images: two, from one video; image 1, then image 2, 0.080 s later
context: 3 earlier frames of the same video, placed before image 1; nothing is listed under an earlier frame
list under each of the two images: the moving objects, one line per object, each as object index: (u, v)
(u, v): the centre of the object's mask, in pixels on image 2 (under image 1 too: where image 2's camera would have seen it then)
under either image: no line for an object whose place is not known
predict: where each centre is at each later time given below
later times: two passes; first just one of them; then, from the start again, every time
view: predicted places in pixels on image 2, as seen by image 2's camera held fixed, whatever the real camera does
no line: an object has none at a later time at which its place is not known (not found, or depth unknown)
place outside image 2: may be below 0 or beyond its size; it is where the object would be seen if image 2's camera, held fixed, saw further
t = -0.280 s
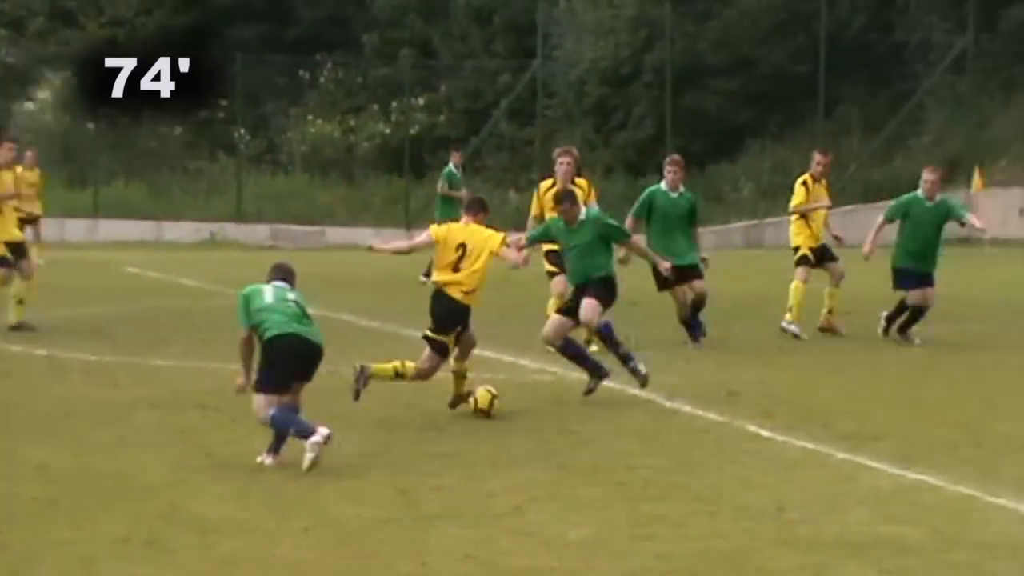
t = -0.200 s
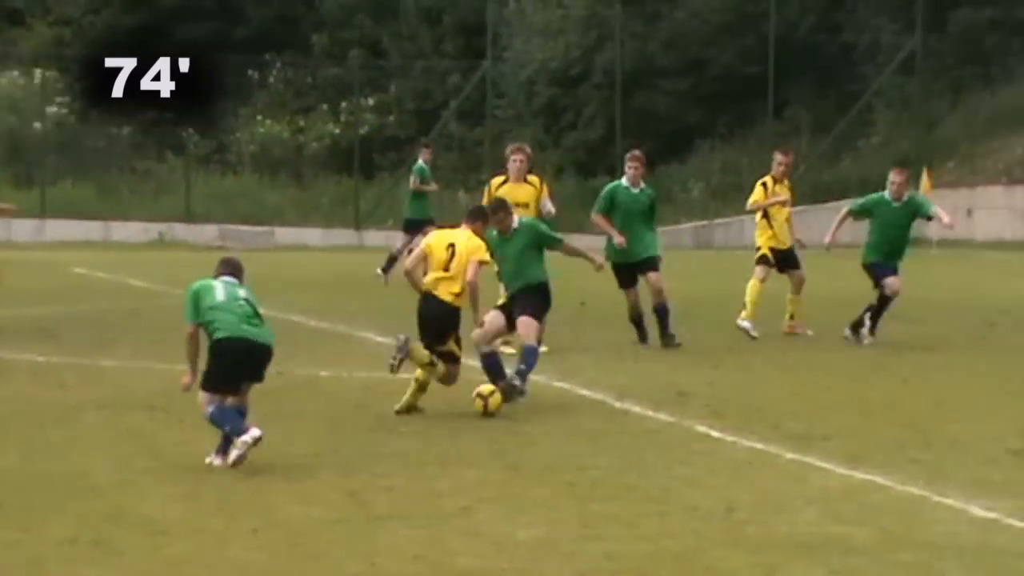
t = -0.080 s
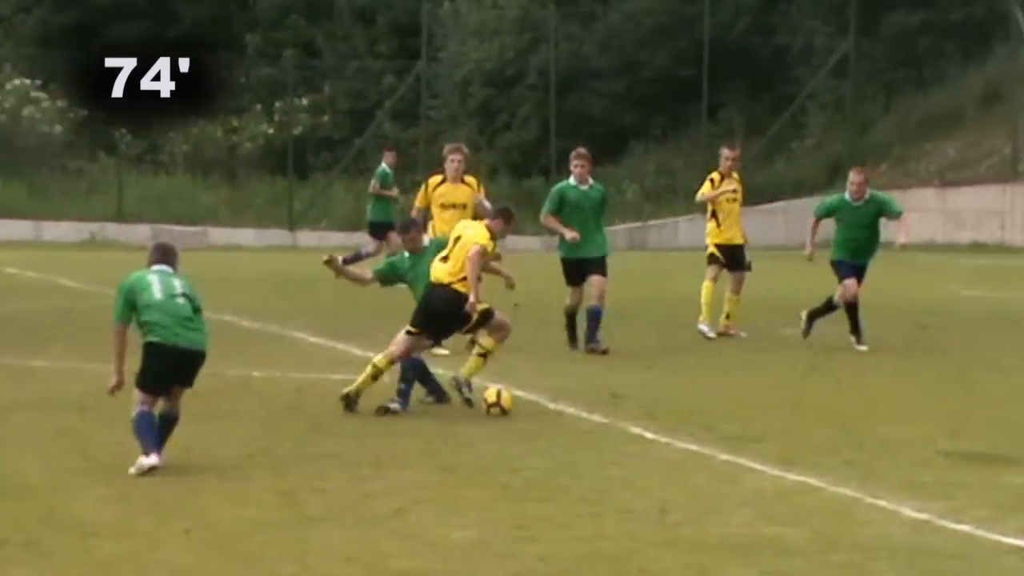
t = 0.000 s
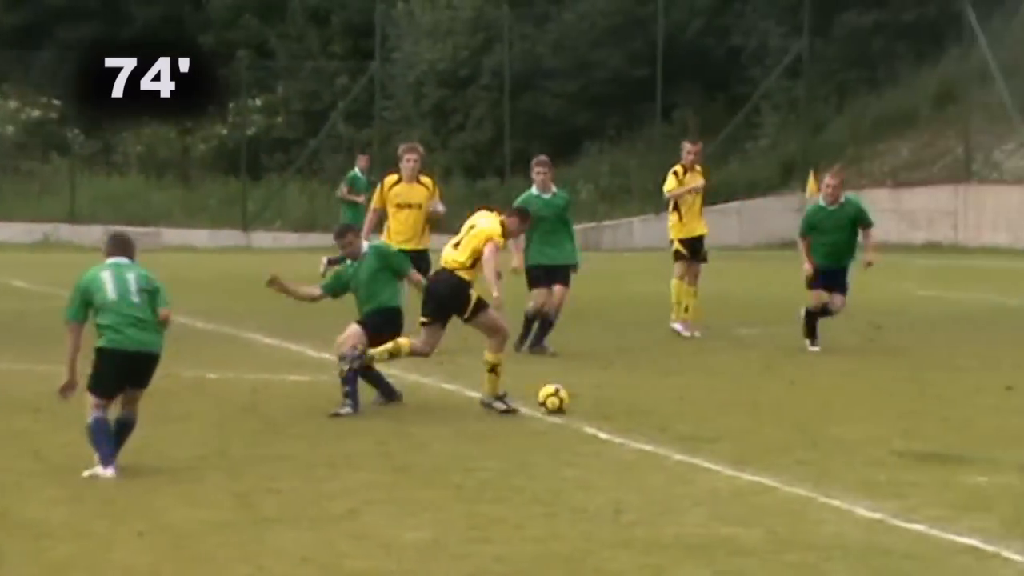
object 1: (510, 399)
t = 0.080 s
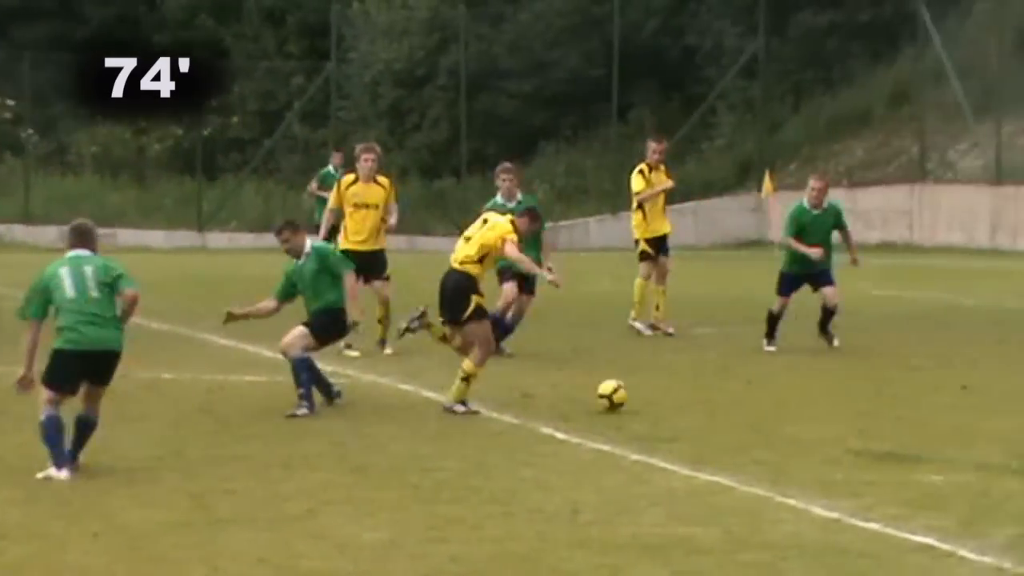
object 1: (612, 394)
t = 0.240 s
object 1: (805, 398)
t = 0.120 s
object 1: (661, 395)
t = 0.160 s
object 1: (712, 397)
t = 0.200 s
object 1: (760, 400)
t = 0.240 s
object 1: (805, 398)
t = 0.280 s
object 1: (847, 398)
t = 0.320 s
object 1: (887, 399)
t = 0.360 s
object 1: (927, 401)
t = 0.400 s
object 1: (968, 400)
